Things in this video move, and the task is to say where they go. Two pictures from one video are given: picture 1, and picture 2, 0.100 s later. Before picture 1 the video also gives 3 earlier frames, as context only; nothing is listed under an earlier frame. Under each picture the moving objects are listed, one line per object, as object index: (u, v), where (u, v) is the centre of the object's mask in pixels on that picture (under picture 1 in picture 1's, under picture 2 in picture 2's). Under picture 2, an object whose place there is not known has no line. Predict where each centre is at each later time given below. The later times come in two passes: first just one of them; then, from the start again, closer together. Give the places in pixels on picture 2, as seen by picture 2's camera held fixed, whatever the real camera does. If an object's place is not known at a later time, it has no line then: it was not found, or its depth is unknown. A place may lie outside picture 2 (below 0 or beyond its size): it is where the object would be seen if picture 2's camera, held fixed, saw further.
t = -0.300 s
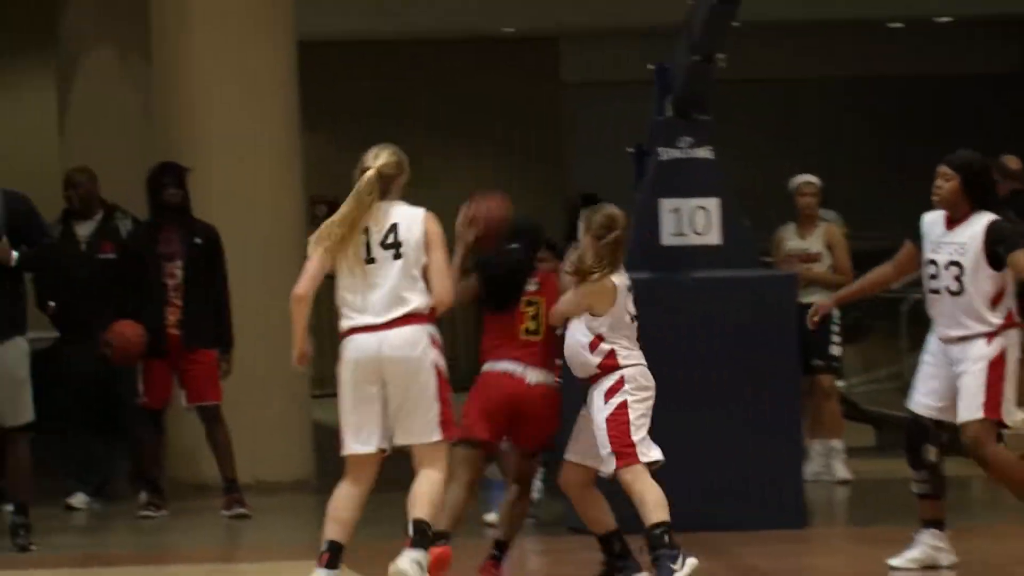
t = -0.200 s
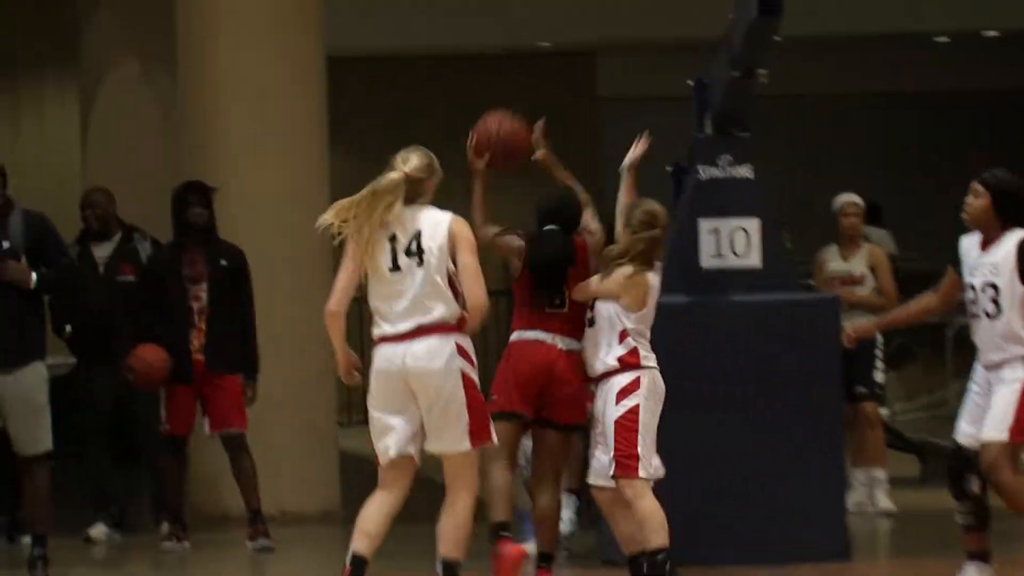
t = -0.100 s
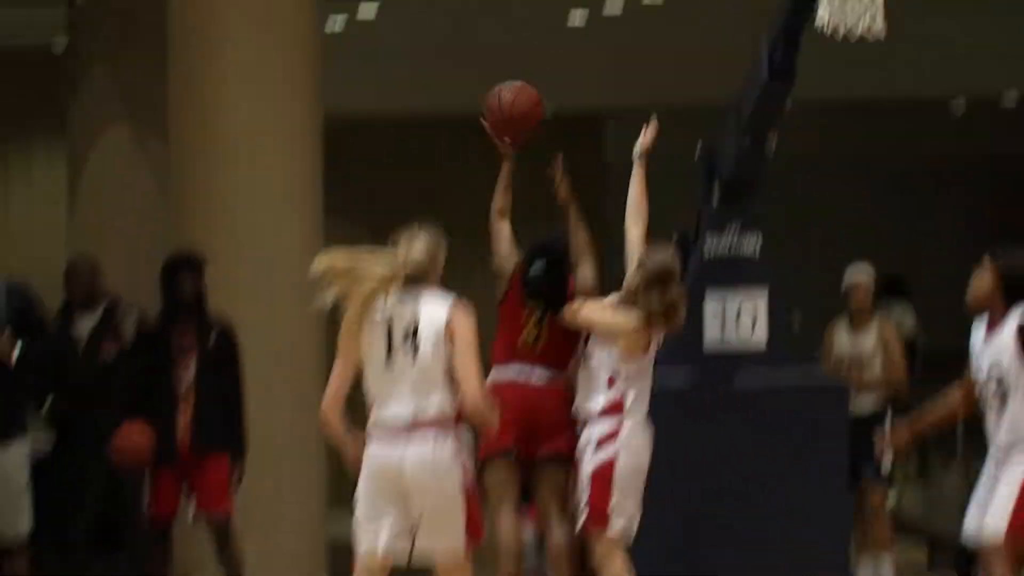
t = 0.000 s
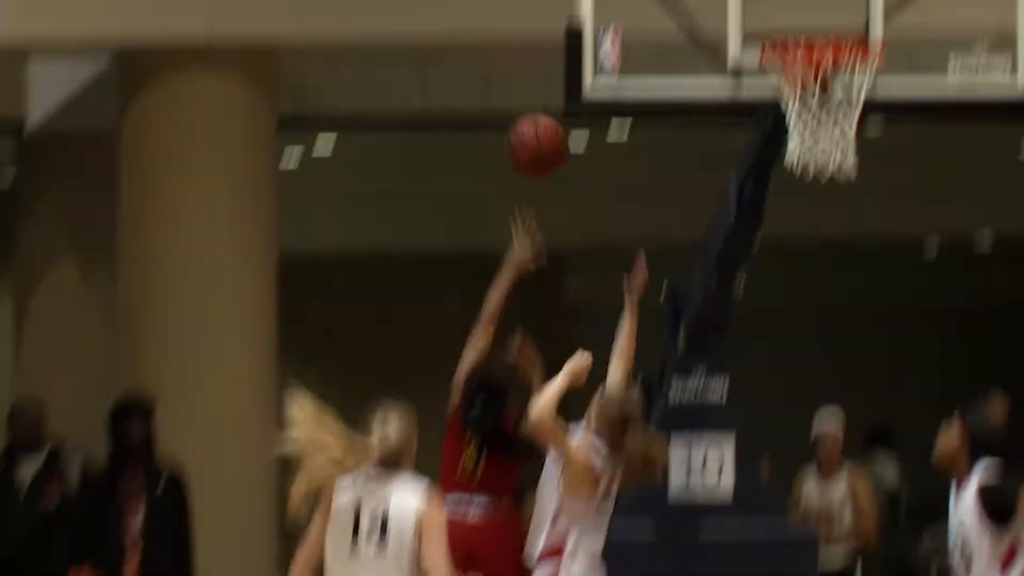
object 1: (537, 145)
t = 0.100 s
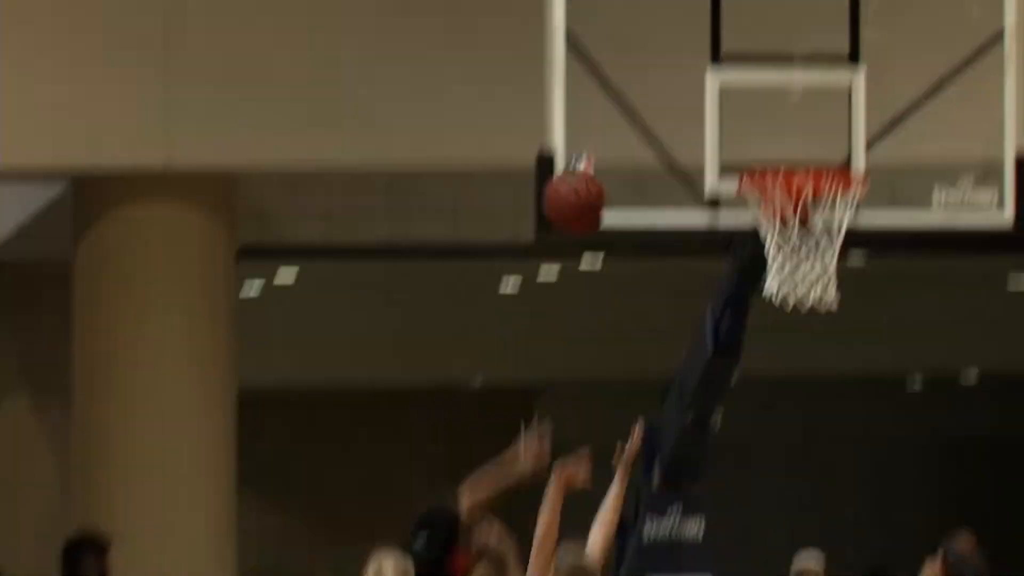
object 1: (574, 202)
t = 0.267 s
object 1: (684, 139)
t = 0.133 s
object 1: (598, 183)
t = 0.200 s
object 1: (640, 156)
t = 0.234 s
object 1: (663, 145)
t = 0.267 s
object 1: (684, 139)
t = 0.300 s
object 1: (706, 136)
